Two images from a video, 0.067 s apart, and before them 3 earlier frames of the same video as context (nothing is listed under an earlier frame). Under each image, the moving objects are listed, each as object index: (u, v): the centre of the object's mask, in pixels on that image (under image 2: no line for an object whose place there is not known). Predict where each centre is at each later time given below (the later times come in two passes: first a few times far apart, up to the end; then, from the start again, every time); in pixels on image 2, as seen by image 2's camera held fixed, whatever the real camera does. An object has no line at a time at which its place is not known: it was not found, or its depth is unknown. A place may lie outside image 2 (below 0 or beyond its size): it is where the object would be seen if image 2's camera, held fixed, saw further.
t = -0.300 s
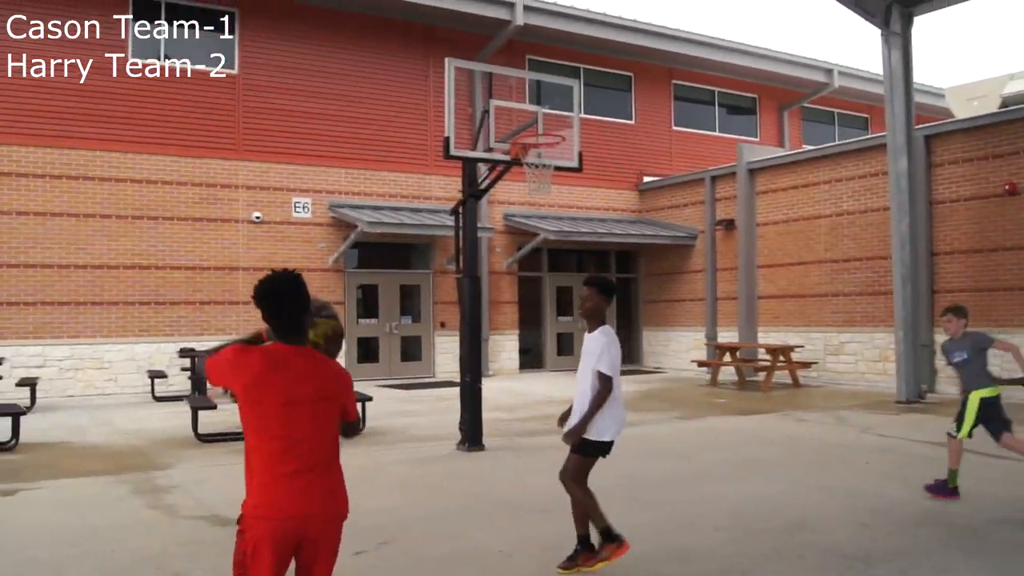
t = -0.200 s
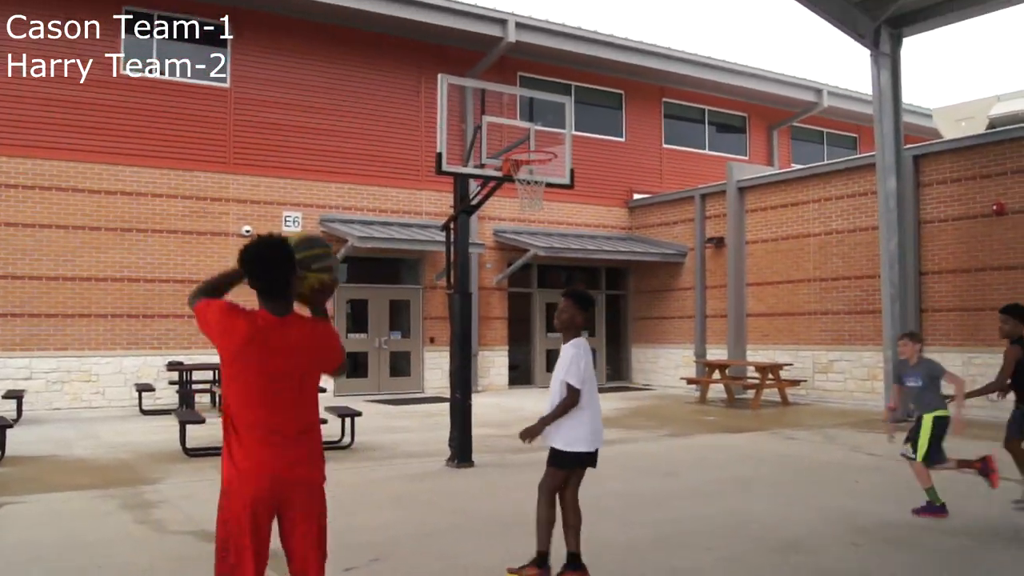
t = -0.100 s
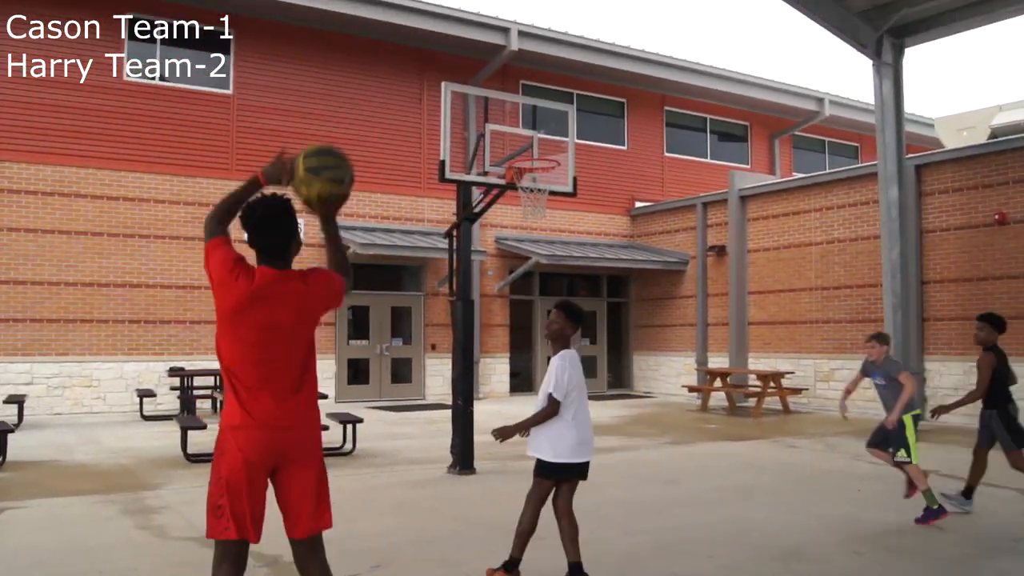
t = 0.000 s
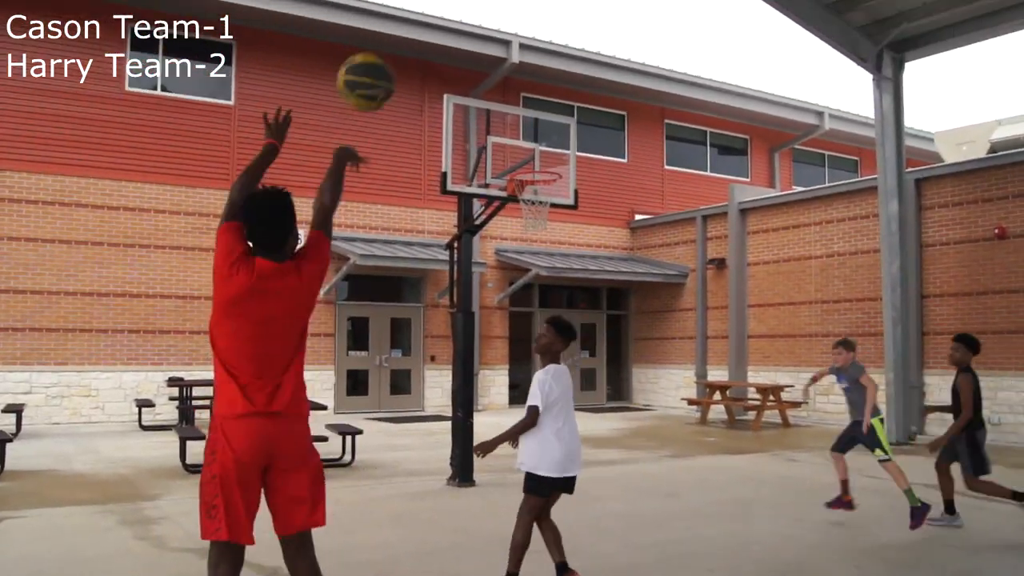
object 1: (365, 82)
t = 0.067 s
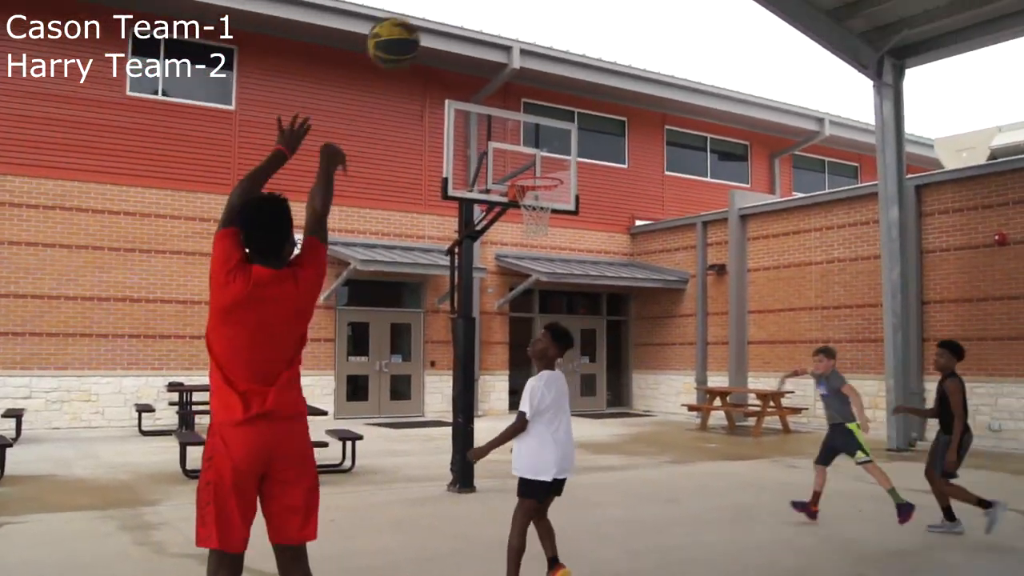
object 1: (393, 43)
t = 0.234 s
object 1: (442, -4)
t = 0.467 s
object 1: (487, 4)
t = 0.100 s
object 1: (405, 26)
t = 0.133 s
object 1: (415, 14)
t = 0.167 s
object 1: (425, 6)
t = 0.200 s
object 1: (434, 1)
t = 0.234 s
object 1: (442, -4)
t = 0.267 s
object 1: (450, -7)
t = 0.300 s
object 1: (459, -8)
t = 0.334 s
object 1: (465, -9)
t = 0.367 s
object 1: (471, -10)
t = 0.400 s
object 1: (476, -7)
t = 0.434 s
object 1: (481, -3)
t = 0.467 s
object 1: (487, 4)
